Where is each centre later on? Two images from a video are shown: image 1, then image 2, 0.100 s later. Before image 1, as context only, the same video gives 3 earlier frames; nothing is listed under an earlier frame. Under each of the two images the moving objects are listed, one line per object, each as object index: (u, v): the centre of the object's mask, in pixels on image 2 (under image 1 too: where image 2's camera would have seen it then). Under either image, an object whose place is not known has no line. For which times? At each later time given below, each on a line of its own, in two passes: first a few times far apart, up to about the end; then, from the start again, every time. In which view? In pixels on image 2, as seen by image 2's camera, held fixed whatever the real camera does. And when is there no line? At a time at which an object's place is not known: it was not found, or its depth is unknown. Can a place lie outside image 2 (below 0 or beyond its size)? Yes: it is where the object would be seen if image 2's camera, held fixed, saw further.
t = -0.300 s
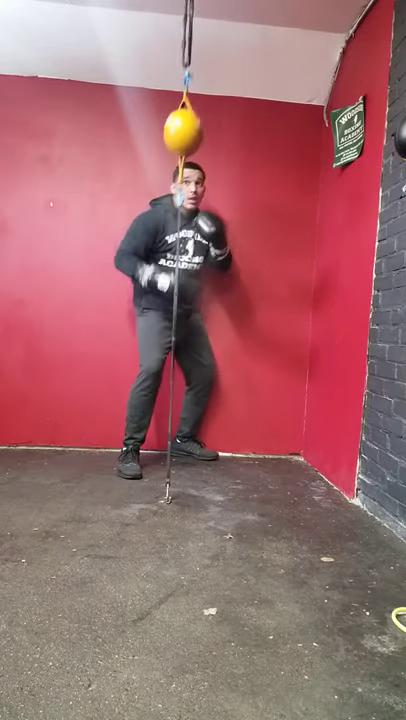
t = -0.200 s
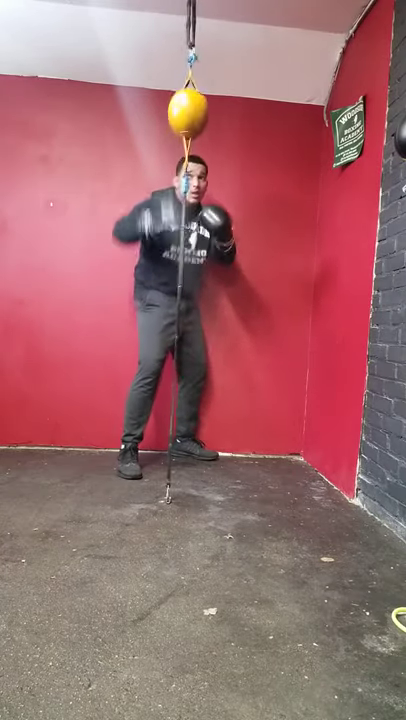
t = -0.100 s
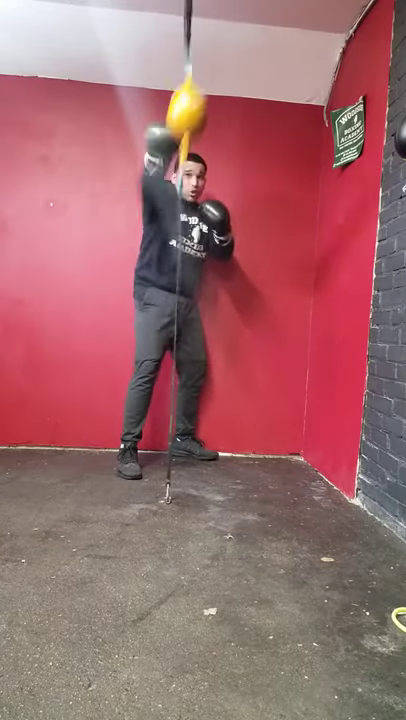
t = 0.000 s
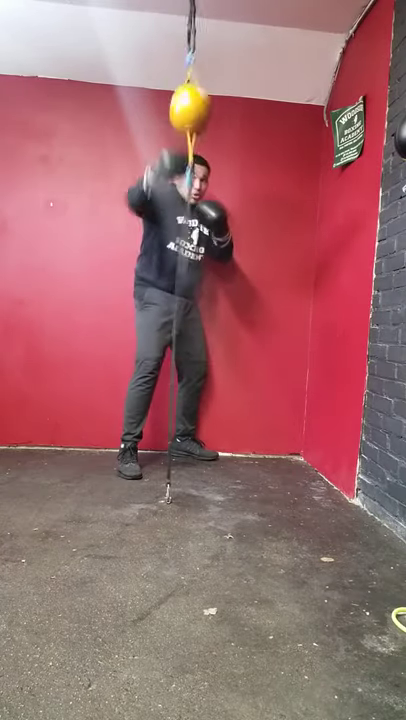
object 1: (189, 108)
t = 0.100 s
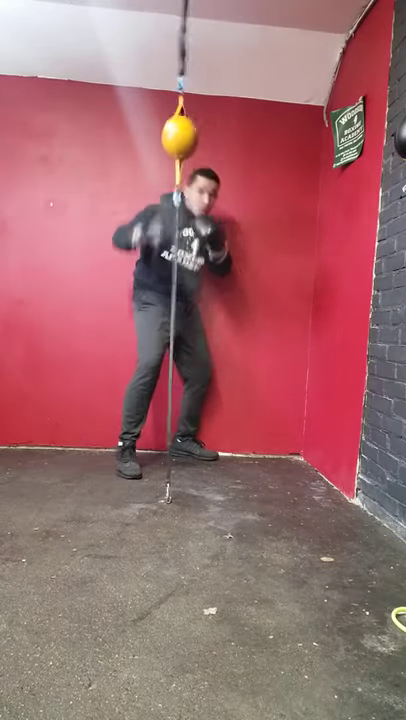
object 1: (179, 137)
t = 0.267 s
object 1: (188, 111)
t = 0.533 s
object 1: (180, 137)
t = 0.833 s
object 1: (177, 139)
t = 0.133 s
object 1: (177, 140)
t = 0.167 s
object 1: (177, 139)
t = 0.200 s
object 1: (182, 133)
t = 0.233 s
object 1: (185, 124)
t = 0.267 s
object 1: (188, 111)
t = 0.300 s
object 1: (191, 103)
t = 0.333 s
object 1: (190, 106)
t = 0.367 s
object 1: (185, 120)
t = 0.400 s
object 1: (183, 130)
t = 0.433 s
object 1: (179, 137)
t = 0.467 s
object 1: (177, 140)
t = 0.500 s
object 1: (177, 139)
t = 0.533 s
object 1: (180, 137)
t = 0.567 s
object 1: (183, 131)
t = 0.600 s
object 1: (187, 120)
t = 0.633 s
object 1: (191, 111)
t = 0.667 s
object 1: (191, 108)
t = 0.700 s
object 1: (189, 112)
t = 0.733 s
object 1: (186, 123)
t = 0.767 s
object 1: (181, 133)
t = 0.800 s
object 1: (178, 137)
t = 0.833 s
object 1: (177, 139)
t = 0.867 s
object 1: (178, 139)
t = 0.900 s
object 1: (181, 136)
